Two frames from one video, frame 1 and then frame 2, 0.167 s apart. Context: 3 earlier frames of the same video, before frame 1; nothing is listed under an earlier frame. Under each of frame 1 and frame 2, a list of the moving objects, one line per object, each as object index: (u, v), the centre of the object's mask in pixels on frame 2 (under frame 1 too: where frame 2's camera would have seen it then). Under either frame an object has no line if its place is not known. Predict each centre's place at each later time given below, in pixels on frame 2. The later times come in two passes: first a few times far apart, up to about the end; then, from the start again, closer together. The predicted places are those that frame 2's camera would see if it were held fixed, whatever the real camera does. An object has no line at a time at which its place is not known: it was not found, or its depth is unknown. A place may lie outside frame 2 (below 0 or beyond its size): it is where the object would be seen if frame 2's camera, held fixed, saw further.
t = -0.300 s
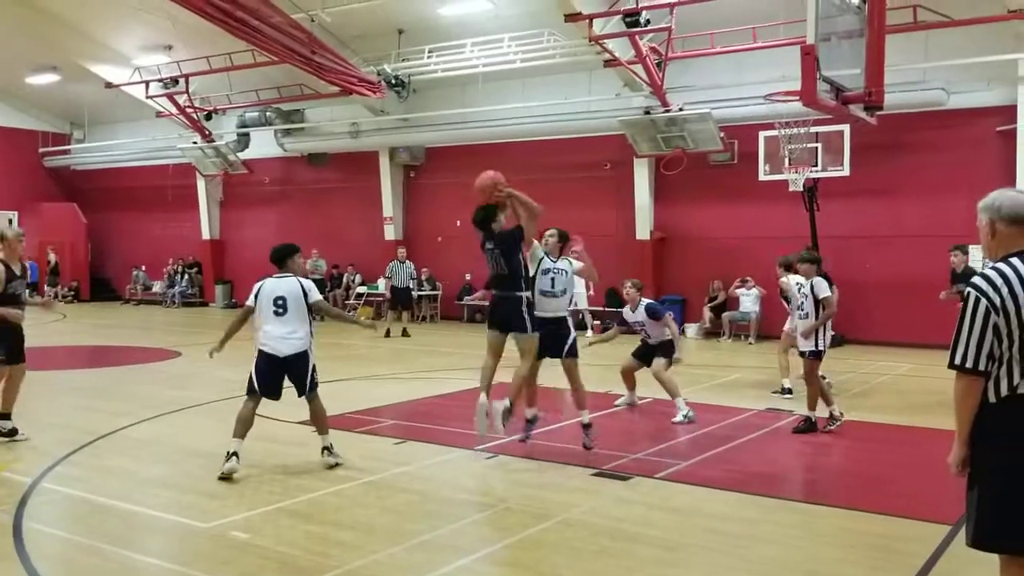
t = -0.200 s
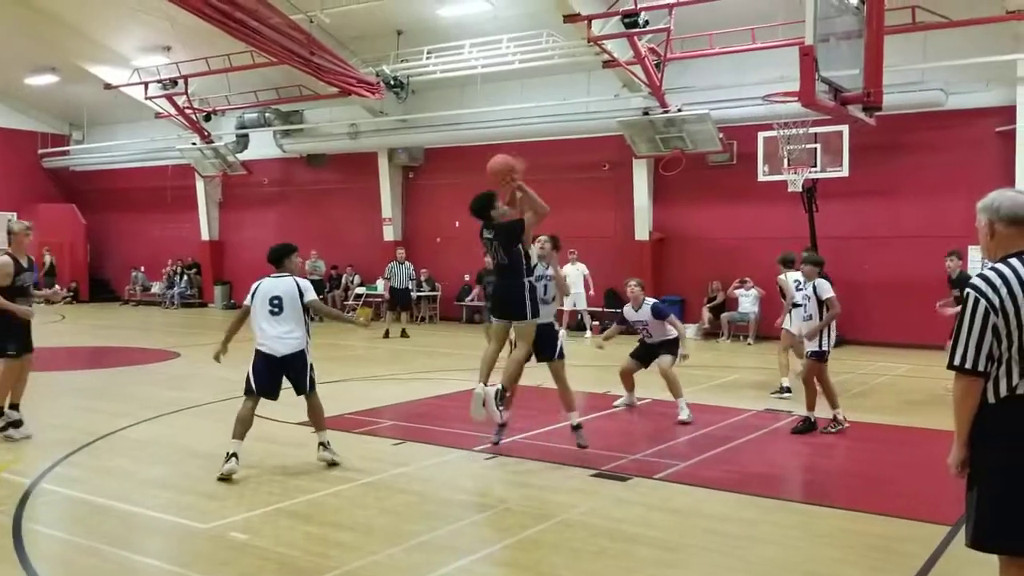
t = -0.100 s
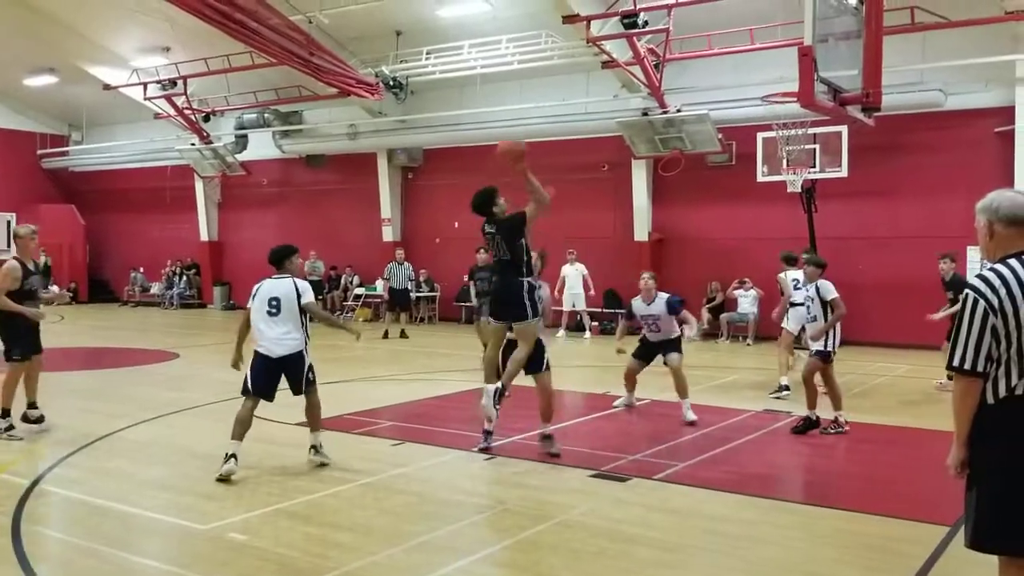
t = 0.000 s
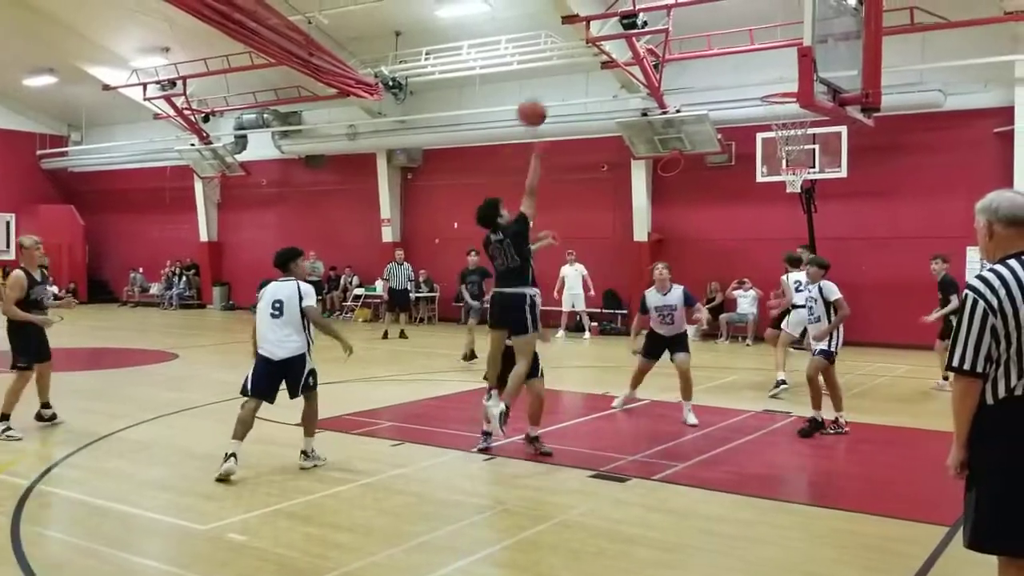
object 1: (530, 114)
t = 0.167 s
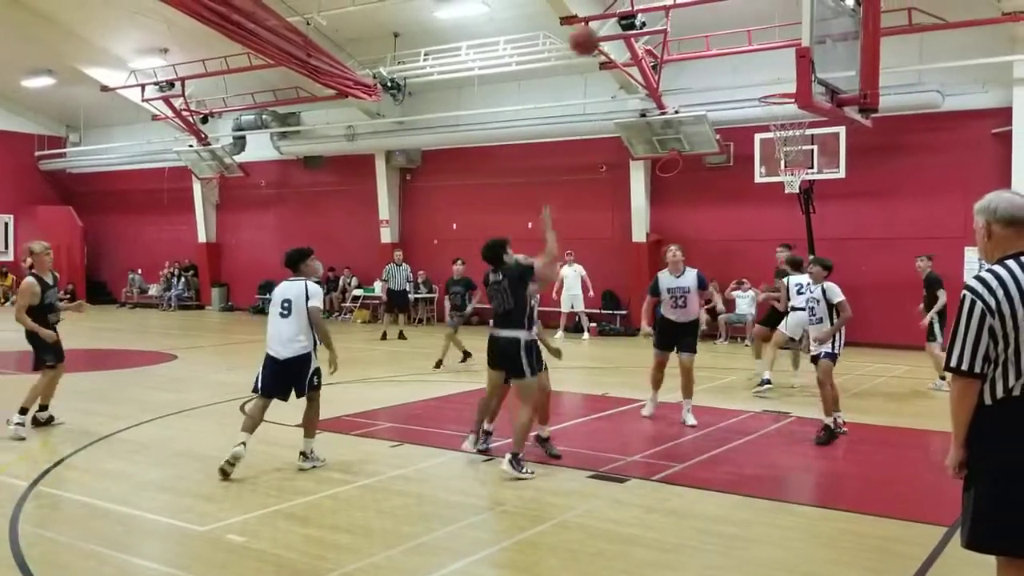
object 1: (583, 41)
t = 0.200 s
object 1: (594, 30)
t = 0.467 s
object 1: (676, 3)
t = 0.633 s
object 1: (723, 22)
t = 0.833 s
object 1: (772, 76)
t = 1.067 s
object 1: (767, 29)
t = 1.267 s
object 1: (763, 37)
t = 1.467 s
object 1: (755, 100)
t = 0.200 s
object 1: (594, 30)
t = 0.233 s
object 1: (605, 21)
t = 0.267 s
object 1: (616, 13)
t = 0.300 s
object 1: (625, 9)
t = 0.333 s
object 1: (636, 6)
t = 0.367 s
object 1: (645, 4)
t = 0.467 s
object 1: (676, 3)
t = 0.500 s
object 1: (686, 3)
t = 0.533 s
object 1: (695, 5)
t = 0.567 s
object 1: (705, 8)
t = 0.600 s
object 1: (714, 15)
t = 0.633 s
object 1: (723, 22)
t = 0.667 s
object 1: (733, 30)
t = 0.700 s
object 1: (742, 40)
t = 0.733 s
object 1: (752, 52)
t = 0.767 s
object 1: (761, 63)
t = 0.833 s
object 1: (772, 76)
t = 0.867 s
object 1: (772, 67)
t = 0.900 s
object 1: (771, 58)
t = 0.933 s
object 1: (771, 50)
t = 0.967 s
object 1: (770, 42)
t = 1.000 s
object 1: (770, 37)
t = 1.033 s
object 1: (768, 33)
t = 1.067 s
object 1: (767, 29)
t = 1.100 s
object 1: (767, 27)
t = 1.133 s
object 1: (766, 26)
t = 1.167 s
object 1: (765, 27)
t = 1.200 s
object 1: (765, 29)
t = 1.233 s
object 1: (764, 32)
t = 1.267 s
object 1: (763, 37)
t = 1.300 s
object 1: (761, 44)
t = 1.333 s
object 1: (759, 52)
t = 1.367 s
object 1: (758, 62)
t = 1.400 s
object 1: (757, 73)
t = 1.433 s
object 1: (756, 85)
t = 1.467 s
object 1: (755, 100)
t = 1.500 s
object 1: (754, 116)
